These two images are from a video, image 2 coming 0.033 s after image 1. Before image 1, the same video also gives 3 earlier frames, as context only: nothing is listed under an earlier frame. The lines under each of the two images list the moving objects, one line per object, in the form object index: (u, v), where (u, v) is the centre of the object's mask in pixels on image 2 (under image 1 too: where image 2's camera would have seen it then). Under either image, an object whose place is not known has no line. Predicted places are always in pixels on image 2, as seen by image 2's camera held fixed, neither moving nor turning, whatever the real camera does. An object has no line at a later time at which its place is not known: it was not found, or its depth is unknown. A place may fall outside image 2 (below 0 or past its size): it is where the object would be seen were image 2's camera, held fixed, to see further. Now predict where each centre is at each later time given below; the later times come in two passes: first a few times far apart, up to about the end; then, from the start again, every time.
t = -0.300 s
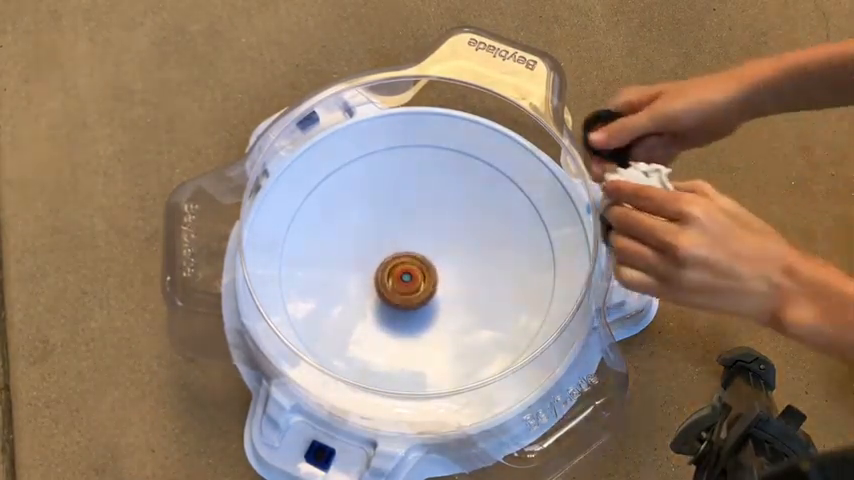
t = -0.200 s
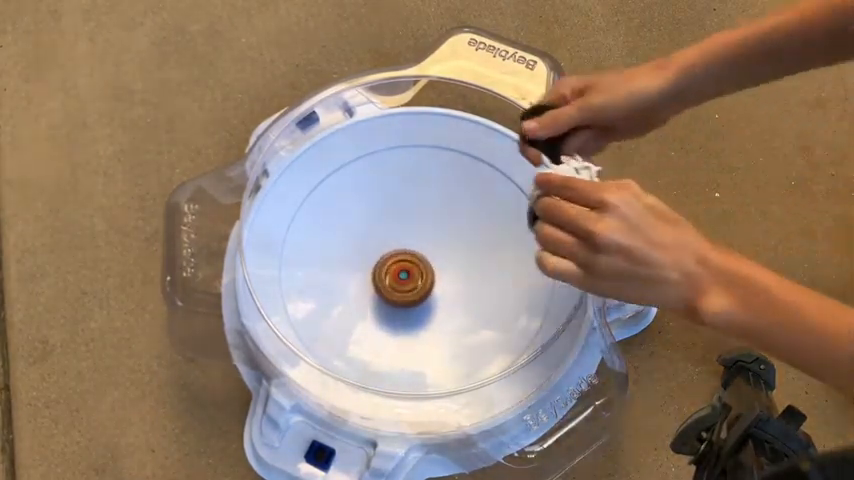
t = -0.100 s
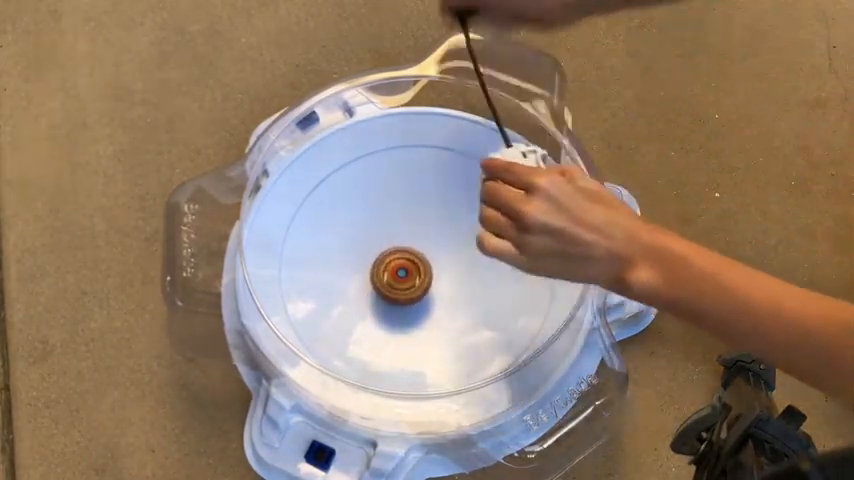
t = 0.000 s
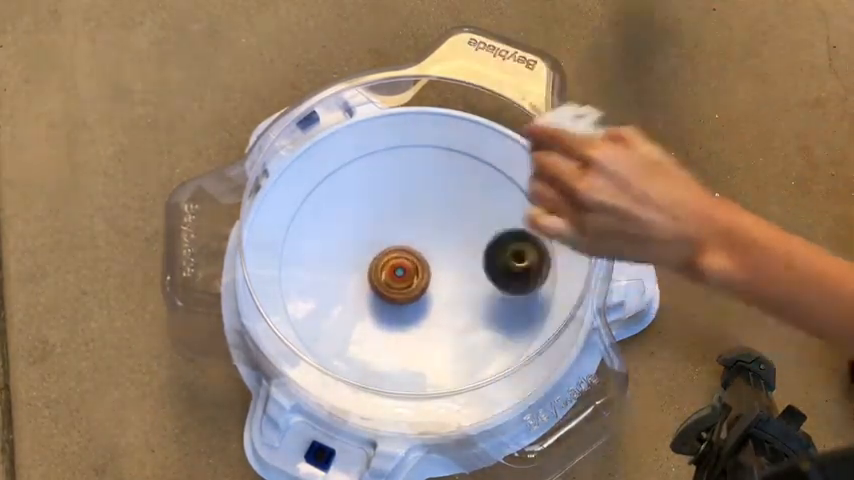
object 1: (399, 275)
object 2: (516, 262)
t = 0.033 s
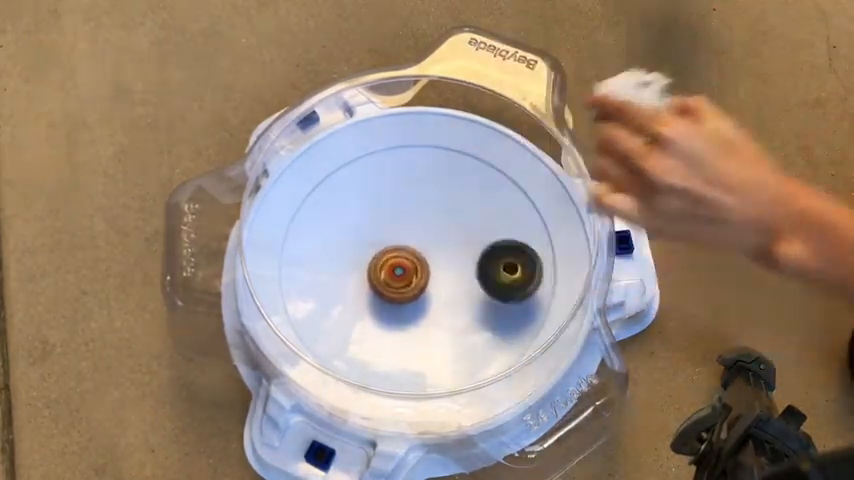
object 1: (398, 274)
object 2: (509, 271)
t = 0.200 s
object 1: (392, 267)
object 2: (438, 294)
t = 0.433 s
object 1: (364, 255)
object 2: (429, 353)
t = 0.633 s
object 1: (393, 275)
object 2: (369, 351)
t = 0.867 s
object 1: (429, 266)
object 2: (355, 296)
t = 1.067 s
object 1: (445, 245)
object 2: (388, 277)
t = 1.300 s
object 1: (450, 225)
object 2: (408, 304)
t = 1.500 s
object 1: (444, 221)
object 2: (395, 303)
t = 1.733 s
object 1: (436, 225)
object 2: (423, 301)
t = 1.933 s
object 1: (426, 233)
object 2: (420, 306)
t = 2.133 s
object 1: (422, 243)
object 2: (420, 310)
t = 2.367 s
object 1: (410, 232)
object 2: (413, 329)
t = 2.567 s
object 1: (400, 236)
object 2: (412, 308)
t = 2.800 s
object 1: (390, 225)
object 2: (436, 333)
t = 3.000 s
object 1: (380, 227)
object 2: (412, 326)
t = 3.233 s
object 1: (388, 242)
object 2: (432, 286)
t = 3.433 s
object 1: (400, 248)
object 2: (481, 281)
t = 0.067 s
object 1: (398, 272)
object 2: (497, 265)
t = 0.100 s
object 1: (398, 270)
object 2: (482, 264)
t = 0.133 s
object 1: (397, 269)
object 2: (468, 269)
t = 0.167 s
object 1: (395, 268)
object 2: (452, 279)
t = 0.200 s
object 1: (392, 267)
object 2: (438, 294)
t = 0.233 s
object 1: (384, 261)
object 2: (442, 313)
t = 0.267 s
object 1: (372, 257)
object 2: (446, 325)
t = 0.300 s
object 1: (365, 252)
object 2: (447, 333)
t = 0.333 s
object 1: (361, 250)
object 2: (447, 341)
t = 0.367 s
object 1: (361, 249)
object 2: (444, 346)
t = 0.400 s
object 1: (362, 251)
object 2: (437, 350)
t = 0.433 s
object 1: (364, 255)
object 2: (429, 353)
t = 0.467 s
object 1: (367, 260)
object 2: (420, 355)
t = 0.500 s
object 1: (371, 264)
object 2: (411, 357)
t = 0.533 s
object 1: (376, 268)
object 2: (402, 358)
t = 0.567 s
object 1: (382, 271)
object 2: (391, 357)
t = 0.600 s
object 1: (387, 273)
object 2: (380, 355)
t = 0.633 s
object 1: (393, 275)
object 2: (369, 351)
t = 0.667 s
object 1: (399, 275)
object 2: (359, 346)
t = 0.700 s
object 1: (404, 275)
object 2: (352, 339)
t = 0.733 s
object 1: (410, 274)
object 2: (348, 329)
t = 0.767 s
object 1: (416, 273)
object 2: (346, 320)
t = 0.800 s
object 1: (421, 271)
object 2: (347, 312)
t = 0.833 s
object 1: (425, 268)
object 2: (350, 304)
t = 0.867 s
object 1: (429, 266)
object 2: (355, 296)
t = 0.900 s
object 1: (432, 263)
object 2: (362, 288)
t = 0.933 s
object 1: (435, 259)
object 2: (370, 282)
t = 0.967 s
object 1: (439, 255)
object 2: (375, 278)
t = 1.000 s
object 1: (443, 251)
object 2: (378, 277)
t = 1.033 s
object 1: (444, 248)
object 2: (383, 277)
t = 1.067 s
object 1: (445, 245)
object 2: (388, 277)
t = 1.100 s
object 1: (447, 242)
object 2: (391, 278)
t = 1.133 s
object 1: (447, 240)
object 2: (396, 280)
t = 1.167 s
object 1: (449, 236)
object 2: (401, 283)
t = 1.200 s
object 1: (450, 233)
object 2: (403, 289)
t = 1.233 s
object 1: (451, 230)
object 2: (406, 295)
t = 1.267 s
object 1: (451, 227)
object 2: (407, 300)
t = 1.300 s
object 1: (450, 225)
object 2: (408, 304)
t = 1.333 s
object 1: (450, 224)
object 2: (408, 306)
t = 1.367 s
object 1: (450, 223)
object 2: (405, 307)
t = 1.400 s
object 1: (449, 222)
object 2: (401, 308)
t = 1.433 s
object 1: (447, 221)
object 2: (398, 307)
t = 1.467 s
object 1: (446, 221)
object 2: (396, 305)
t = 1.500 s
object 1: (444, 221)
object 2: (395, 303)
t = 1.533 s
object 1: (442, 221)
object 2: (396, 301)
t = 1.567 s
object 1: (441, 222)
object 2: (399, 298)
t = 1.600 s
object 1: (439, 224)
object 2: (405, 296)
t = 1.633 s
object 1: (437, 226)
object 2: (411, 292)
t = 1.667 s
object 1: (436, 228)
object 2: (417, 291)
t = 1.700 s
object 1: (436, 228)
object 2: (421, 293)
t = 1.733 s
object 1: (436, 225)
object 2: (423, 301)
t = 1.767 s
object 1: (435, 225)
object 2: (423, 306)
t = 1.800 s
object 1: (433, 226)
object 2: (422, 308)
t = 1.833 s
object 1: (431, 227)
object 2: (421, 309)
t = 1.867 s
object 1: (429, 229)
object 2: (421, 308)
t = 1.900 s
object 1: (428, 231)
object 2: (420, 307)
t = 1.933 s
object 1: (426, 233)
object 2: (420, 306)
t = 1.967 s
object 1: (425, 236)
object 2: (420, 305)
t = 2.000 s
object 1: (425, 239)
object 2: (421, 304)
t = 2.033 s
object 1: (424, 241)
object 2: (422, 302)
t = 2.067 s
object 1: (424, 240)
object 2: (422, 306)
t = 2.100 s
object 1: (423, 241)
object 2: (422, 310)
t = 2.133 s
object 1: (422, 243)
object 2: (420, 310)
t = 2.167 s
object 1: (421, 245)
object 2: (418, 309)
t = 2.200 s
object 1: (421, 247)
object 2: (418, 307)
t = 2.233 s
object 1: (420, 238)
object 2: (418, 317)
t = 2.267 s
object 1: (418, 234)
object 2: (418, 325)
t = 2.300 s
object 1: (416, 233)
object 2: (417, 329)
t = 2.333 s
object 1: (413, 232)
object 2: (415, 330)
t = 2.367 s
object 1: (410, 232)
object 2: (413, 329)
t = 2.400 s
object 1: (408, 233)
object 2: (410, 326)
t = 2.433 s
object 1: (406, 233)
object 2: (409, 323)
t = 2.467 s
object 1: (405, 233)
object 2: (409, 319)
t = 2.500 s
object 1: (403, 234)
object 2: (410, 316)
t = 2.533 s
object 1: (402, 235)
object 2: (411, 312)
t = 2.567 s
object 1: (400, 236)
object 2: (412, 308)
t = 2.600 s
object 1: (400, 238)
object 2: (413, 305)
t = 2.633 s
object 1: (399, 240)
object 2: (415, 303)
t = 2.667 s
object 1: (399, 242)
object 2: (417, 301)
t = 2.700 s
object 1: (396, 231)
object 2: (425, 312)
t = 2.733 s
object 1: (394, 227)
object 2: (431, 322)
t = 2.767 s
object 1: (392, 226)
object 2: (435, 328)
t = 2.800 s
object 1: (390, 225)
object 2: (436, 333)
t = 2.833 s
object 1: (387, 224)
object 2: (434, 336)
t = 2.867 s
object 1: (385, 224)
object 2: (430, 339)
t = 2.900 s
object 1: (384, 225)
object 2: (425, 339)
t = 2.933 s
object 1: (383, 225)
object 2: (419, 337)
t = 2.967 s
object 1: (381, 226)
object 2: (415, 333)
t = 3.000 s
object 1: (380, 227)
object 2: (412, 326)
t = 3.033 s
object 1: (380, 230)
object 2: (411, 321)
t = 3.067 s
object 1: (380, 231)
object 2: (410, 315)
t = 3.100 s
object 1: (381, 234)
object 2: (411, 311)
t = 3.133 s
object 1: (381, 236)
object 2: (414, 306)
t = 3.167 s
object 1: (383, 239)
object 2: (418, 300)
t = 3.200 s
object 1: (385, 240)
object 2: (425, 293)
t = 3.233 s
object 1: (388, 242)
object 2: (432, 286)
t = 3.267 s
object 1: (389, 242)
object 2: (443, 283)
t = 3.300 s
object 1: (391, 243)
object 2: (451, 280)
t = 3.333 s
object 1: (392, 244)
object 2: (460, 278)
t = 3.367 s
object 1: (394, 245)
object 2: (468, 278)
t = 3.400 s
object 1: (396, 247)
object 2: (475, 279)
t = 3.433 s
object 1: (400, 248)
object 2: (481, 281)
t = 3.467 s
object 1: (402, 250)
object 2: (485, 285)
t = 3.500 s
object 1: (405, 250)
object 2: (488, 290)
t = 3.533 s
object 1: (408, 252)
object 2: (486, 295)
